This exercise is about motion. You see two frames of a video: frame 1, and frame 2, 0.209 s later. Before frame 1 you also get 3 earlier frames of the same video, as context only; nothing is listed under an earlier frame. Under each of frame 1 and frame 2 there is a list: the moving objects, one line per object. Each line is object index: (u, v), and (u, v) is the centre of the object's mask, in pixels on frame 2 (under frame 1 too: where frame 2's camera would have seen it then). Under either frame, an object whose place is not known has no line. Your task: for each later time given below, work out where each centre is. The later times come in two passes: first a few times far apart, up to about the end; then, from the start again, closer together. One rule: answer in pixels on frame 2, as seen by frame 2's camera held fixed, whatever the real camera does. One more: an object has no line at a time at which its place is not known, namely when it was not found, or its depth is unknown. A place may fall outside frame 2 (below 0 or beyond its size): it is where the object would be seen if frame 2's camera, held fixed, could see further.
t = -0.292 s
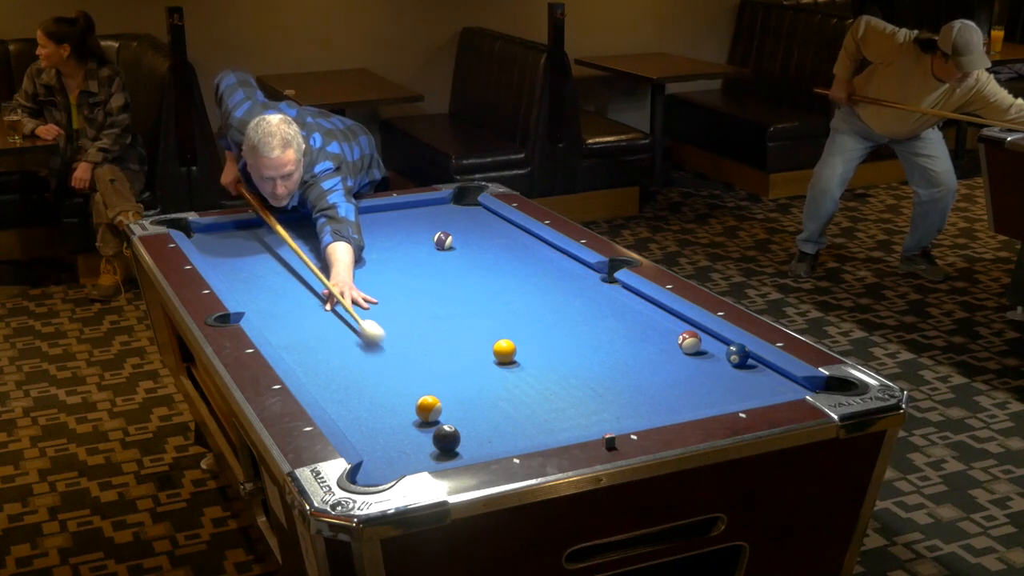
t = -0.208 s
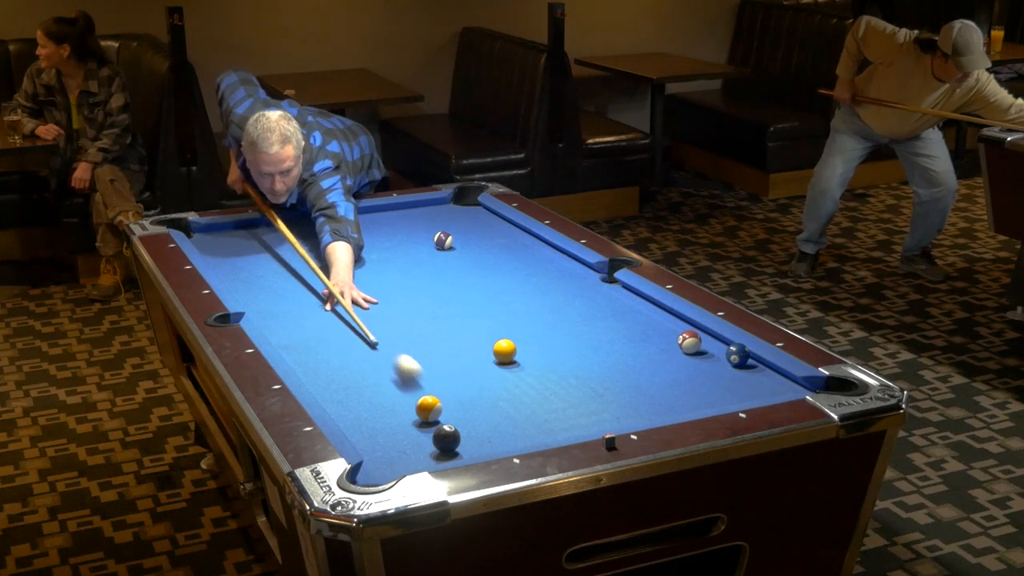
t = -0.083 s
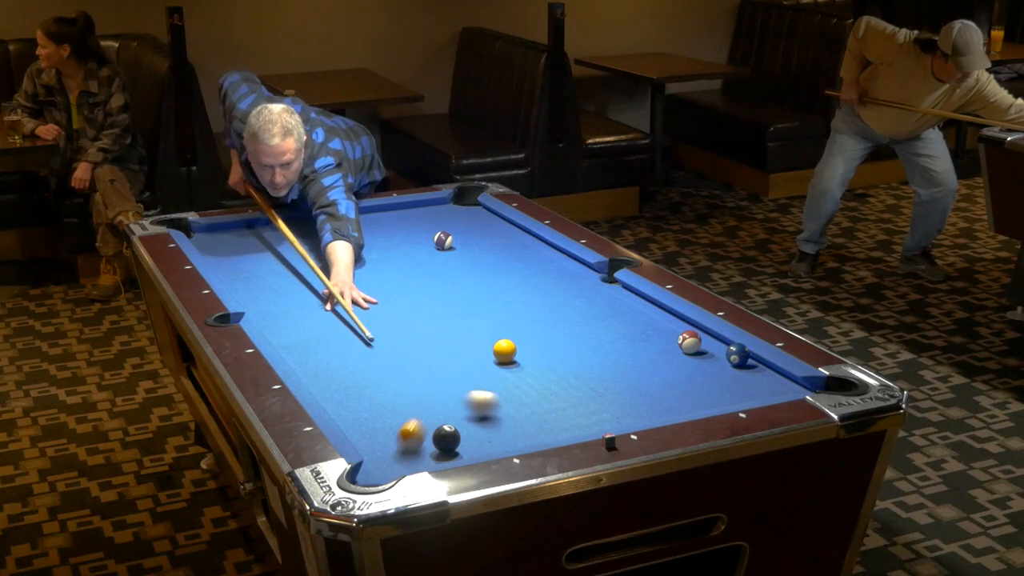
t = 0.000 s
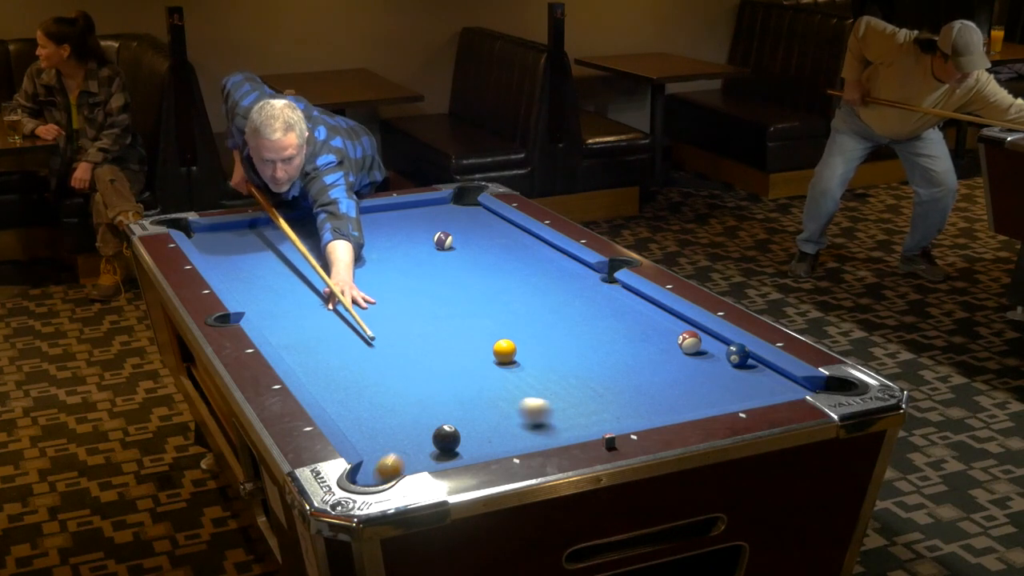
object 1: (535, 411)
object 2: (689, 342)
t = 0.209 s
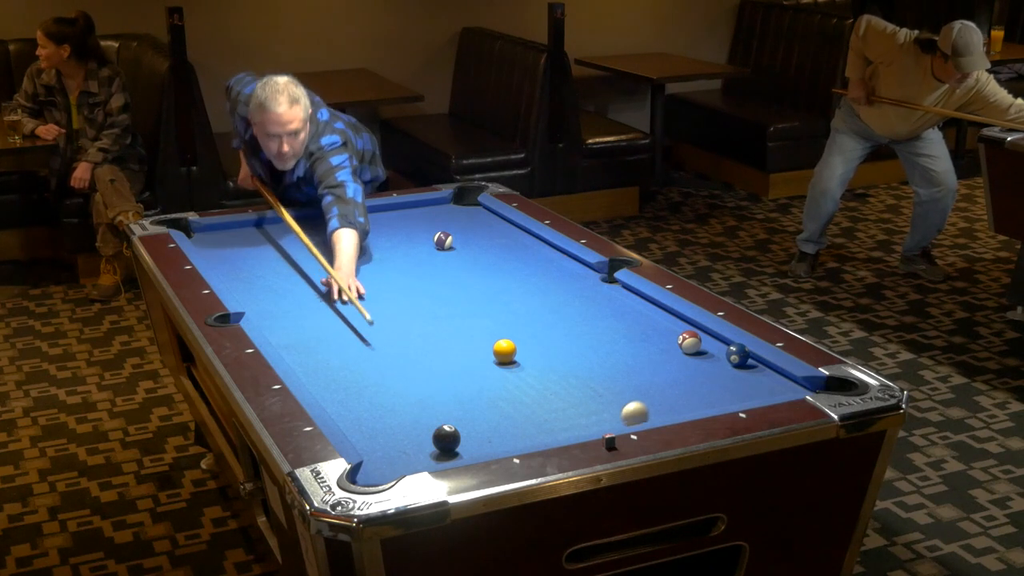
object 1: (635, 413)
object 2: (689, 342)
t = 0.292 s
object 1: (647, 404)
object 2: (689, 342)
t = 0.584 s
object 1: (686, 368)
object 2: (689, 341)
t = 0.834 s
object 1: (717, 342)
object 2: (687, 341)
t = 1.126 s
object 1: (689, 337)
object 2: (642, 335)
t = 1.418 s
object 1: (669, 332)
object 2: (599, 328)
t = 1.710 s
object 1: (653, 328)
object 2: (560, 323)
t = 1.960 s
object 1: (641, 325)
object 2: (529, 318)
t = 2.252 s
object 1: (629, 322)
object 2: (497, 314)
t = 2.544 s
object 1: (620, 319)
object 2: (467, 309)
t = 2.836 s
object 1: (613, 318)
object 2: (441, 305)
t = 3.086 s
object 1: (608, 317)
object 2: (422, 302)
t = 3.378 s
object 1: (606, 316)
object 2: (401, 298)
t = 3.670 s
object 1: (606, 316)
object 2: (383, 296)
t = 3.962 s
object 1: (606, 316)
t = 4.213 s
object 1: (606, 316)
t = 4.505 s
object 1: (606, 316)
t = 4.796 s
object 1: (606, 316)
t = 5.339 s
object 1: (605, 314)
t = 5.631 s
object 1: (606, 316)
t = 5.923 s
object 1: (607, 316)
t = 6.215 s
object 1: (606, 316)
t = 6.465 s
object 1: (606, 316)
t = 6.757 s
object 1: (606, 316)
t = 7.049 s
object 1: (606, 316)
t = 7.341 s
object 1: (606, 316)
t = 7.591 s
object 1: (606, 316)
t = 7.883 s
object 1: (606, 316)
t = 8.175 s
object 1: (606, 316)
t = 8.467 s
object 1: (606, 316)
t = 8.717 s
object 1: (606, 316)
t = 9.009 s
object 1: (606, 316)
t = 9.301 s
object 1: (606, 316)
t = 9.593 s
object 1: (606, 316)
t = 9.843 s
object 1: (606, 316)
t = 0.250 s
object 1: (641, 409)
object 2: (689, 342)
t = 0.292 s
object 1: (647, 404)
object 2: (689, 342)
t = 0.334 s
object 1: (654, 398)
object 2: (689, 342)
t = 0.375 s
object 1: (659, 393)
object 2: (689, 342)
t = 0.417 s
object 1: (665, 387)
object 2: (689, 342)
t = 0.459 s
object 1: (671, 382)
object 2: (689, 342)
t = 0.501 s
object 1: (676, 377)
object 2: (689, 342)
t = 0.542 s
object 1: (681, 372)
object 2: (689, 342)
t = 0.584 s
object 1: (686, 368)
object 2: (689, 341)
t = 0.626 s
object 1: (692, 363)
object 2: (689, 341)
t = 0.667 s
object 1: (696, 358)
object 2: (688, 340)
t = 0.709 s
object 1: (701, 354)
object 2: (688, 340)
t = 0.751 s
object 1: (706, 350)
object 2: (688, 341)
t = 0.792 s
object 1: (711, 345)
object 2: (688, 342)
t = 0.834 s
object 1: (717, 342)
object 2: (687, 341)
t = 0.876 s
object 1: (709, 341)
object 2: (685, 340)
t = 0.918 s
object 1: (706, 340)
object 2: (676, 339)
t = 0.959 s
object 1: (703, 339)
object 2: (669, 339)
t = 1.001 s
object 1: (699, 339)
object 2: (662, 337)
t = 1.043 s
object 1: (696, 338)
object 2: (655, 336)
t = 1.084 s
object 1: (692, 337)
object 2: (648, 336)
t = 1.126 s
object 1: (689, 337)
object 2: (642, 335)
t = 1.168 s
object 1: (686, 336)
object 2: (636, 334)
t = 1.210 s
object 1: (683, 335)
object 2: (630, 333)
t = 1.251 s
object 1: (680, 334)
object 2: (623, 332)
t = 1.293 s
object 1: (677, 334)
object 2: (617, 331)
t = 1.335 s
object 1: (675, 333)
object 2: (611, 331)
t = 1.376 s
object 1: (672, 332)
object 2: (605, 329)
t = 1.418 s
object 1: (669, 332)
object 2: (599, 328)
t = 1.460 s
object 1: (667, 331)
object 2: (593, 328)
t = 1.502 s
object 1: (664, 331)
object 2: (587, 327)
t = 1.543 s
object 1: (662, 330)
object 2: (581, 326)
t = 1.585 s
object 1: (659, 330)
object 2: (576, 325)
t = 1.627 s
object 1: (657, 329)
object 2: (571, 325)
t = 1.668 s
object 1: (655, 328)
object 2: (566, 324)
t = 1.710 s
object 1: (653, 328)
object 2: (560, 323)
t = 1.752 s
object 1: (651, 327)
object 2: (555, 322)
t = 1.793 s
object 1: (649, 327)
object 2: (550, 321)
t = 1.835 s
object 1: (647, 326)
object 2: (545, 320)
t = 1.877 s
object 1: (645, 326)
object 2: (540, 320)
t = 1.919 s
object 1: (643, 325)
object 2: (534, 319)
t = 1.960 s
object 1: (641, 325)
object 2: (529, 318)
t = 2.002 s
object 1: (639, 324)
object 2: (524, 318)
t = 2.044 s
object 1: (637, 324)
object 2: (519, 317)
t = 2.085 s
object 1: (636, 323)
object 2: (515, 316)
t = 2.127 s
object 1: (634, 323)
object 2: (510, 315)
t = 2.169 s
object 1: (633, 322)
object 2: (506, 315)
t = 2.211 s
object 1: (631, 322)
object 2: (501, 314)
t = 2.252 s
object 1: (629, 322)
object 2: (497, 314)
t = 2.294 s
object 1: (628, 321)
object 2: (492, 313)
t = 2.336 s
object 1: (626, 321)
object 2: (488, 312)
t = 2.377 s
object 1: (625, 321)
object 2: (484, 312)
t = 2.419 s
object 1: (624, 320)
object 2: (480, 311)
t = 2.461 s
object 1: (622, 320)
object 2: (475, 310)
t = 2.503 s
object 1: (621, 320)
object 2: (471, 309)
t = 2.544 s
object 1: (620, 319)
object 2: (467, 309)
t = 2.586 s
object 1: (619, 319)
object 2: (463, 308)
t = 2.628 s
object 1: (617, 319)
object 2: (459, 308)
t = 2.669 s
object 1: (616, 319)
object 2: (456, 307)
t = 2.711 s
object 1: (615, 318)
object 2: (452, 307)
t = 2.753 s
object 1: (614, 318)
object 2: (449, 306)
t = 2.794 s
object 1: (613, 318)
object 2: (445, 306)
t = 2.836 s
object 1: (613, 318)
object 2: (441, 305)
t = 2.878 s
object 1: (612, 317)
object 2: (438, 304)
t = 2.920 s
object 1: (611, 317)
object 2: (435, 304)
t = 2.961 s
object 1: (610, 317)
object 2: (431, 304)
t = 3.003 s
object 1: (610, 317)
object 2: (428, 303)
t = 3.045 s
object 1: (609, 317)
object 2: (425, 302)
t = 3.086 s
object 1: (608, 317)
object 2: (422, 302)
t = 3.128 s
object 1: (608, 316)
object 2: (418, 301)
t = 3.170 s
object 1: (607, 316)
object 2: (415, 300)
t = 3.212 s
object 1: (607, 316)
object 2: (412, 300)
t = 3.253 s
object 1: (606, 316)
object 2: (409, 299)
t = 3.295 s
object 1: (606, 316)
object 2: (406, 299)
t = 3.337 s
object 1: (606, 316)
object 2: (403, 299)
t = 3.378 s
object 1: (606, 316)
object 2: (401, 298)
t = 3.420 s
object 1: (606, 316)
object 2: (398, 298)
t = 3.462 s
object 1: (606, 316)
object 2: (396, 297)
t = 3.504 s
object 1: (606, 316)
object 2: (393, 297)
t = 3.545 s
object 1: (606, 316)
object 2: (391, 297)
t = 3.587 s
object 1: (606, 316)
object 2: (388, 296)
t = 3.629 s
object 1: (606, 316)
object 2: (386, 296)
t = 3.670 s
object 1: (606, 316)
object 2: (383, 296)
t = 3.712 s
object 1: (606, 316)
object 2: (381, 295)
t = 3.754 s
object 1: (606, 316)
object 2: (378, 295)
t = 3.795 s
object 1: (606, 316)
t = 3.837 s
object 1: (606, 316)
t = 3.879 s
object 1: (606, 316)
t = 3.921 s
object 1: (606, 316)
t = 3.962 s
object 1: (606, 316)
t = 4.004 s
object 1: (606, 316)
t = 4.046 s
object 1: (606, 316)
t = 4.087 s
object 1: (606, 316)
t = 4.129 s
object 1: (606, 316)
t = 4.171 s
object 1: (606, 316)
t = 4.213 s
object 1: (606, 316)
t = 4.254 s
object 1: (606, 316)
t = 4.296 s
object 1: (606, 316)
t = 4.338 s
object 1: (606, 316)
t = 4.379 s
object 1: (606, 316)
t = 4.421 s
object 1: (606, 316)
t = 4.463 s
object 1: (606, 316)
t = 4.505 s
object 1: (606, 316)
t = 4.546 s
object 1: (606, 316)
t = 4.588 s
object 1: (606, 316)
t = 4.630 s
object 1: (606, 316)
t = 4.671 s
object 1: (606, 316)
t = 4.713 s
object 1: (606, 316)
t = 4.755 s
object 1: (606, 316)
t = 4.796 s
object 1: (606, 316)
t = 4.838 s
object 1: (606, 316)
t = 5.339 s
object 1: (605, 314)
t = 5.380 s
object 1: (606, 316)
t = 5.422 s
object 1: (607, 316)
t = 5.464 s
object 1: (606, 316)
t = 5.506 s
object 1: (606, 316)
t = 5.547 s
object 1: (606, 316)
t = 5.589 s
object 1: (606, 316)
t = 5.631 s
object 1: (606, 316)
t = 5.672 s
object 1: (607, 316)
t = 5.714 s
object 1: (606, 316)
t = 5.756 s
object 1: (607, 316)
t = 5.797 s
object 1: (606, 316)
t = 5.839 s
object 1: (606, 316)
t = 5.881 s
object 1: (606, 316)
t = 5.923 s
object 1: (607, 316)
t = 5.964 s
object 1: (606, 316)
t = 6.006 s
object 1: (606, 316)
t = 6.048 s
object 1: (606, 316)
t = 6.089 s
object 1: (606, 316)
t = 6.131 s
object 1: (606, 316)
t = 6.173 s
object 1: (606, 316)
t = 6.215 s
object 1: (606, 316)
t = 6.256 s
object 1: (606, 316)
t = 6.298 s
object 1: (606, 316)
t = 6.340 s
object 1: (606, 316)
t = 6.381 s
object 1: (606, 316)
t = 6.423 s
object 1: (606, 316)
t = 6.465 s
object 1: (606, 316)
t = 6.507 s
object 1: (606, 316)
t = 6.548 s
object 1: (606, 316)
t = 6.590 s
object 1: (606, 316)
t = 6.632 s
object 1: (606, 316)
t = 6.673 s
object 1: (606, 316)
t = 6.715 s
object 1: (606, 316)
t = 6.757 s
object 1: (606, 316)
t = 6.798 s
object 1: (606, 316)
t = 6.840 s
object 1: (606, 316)
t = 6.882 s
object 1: (606, 316)
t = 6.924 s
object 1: (606, 316)
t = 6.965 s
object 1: (606, 316)
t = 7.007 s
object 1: (606, 316)
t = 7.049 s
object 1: (606, 316)
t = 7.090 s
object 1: (606, 316)
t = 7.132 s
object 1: (606, 316)
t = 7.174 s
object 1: (606, 316)
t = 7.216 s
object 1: (606, 316)
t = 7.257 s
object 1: (606, 316)
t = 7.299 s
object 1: (606, 316)
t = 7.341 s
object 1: (606, 316)
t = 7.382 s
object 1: (606, 316)
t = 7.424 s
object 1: (606, 316)
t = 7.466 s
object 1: (606, 316)
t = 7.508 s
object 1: (606, 316)
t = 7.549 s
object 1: (606, 316)
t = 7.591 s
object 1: (606, 316)
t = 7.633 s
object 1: (606, 316)
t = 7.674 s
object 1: (606, 316)
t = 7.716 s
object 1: (606, 316)
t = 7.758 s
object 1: (606, 316)
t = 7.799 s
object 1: (606, 316)
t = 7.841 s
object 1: (606, 316)
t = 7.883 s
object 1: (606, 316)
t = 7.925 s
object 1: (606, 316)
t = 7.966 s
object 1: (606, 316)
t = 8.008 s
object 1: (606, 316)
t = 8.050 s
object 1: (606, 316)
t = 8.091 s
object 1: (606, 316)
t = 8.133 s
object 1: (606, 316)
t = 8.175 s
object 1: (606, 316)
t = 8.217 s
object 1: (606, 316)
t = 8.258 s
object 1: (606, 316)
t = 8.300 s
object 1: (606, 316)
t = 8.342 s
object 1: (606, 316)
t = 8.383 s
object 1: (606, 316)
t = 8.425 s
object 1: (606, 316)
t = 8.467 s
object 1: (606, 316)
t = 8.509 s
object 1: (606, 316)
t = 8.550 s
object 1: (606, 316)
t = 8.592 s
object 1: (606, 316)
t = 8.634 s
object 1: (606, 316)
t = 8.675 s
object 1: (606, 316)
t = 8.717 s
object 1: (606, 316)
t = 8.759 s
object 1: (606, 316)
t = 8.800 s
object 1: (606, 316)
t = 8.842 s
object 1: (606, 316)
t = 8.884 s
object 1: (606, 316)
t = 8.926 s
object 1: (606, 316)
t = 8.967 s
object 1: (606, 316)
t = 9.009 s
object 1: (606, 316)
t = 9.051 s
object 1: (606, 316)
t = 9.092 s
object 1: (606, 316)
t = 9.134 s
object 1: (606, 316)
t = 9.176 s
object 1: (606, 316)
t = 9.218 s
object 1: (606, 316)
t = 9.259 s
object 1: (606, 316)
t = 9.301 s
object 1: (606, 316)
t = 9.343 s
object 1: (606, 316)
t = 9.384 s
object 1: (606, 316)
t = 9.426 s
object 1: (606, 316)
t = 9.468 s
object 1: (606, 316)
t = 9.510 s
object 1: (606, 316)
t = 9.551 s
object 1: (606, 316)
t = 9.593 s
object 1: (606, 316)
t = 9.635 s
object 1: (606, 316)
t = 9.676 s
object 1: (606, 316)
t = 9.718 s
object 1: (606, 316)
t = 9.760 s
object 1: (606, 316)
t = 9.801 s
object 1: (606, 316)
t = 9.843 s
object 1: (606, 316)
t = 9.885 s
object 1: (606, 316)
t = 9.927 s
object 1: (606, 316)
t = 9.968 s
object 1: (606, 316)
